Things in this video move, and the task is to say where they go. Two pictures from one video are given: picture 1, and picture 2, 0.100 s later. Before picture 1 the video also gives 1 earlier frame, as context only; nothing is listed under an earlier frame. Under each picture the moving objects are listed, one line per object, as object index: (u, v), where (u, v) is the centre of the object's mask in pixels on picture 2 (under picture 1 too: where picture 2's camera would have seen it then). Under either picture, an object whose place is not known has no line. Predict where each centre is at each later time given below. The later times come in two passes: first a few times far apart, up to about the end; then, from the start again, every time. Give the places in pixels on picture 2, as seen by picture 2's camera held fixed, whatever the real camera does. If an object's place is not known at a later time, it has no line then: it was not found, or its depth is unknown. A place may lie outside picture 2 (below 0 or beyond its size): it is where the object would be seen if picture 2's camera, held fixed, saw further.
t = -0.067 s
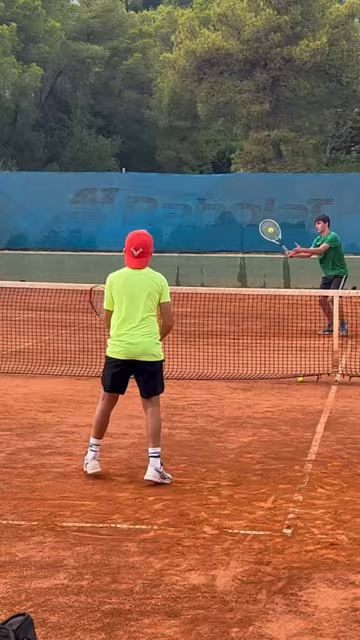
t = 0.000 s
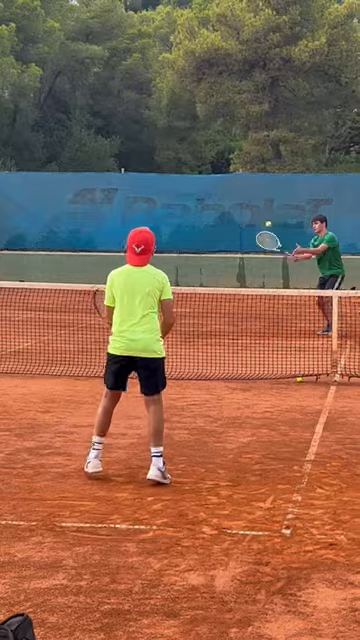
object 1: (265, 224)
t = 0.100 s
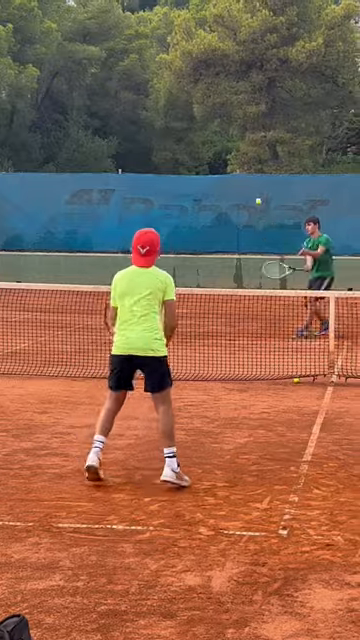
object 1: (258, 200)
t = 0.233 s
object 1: (245, 176)
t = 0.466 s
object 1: (214, 162)
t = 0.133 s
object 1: (255, 194)
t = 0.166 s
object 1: (252, 187)
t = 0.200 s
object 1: (249, 181)
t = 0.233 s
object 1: (245, 176)
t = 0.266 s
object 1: (241, 172)
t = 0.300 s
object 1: (237, 169)
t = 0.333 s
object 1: (234, 166)
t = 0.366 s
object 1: (229, 162)
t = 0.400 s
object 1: (224, 162)
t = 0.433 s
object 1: (220, 161)
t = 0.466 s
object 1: (214, 162)
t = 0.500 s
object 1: (208, 164)
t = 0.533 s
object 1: (202, 168)
